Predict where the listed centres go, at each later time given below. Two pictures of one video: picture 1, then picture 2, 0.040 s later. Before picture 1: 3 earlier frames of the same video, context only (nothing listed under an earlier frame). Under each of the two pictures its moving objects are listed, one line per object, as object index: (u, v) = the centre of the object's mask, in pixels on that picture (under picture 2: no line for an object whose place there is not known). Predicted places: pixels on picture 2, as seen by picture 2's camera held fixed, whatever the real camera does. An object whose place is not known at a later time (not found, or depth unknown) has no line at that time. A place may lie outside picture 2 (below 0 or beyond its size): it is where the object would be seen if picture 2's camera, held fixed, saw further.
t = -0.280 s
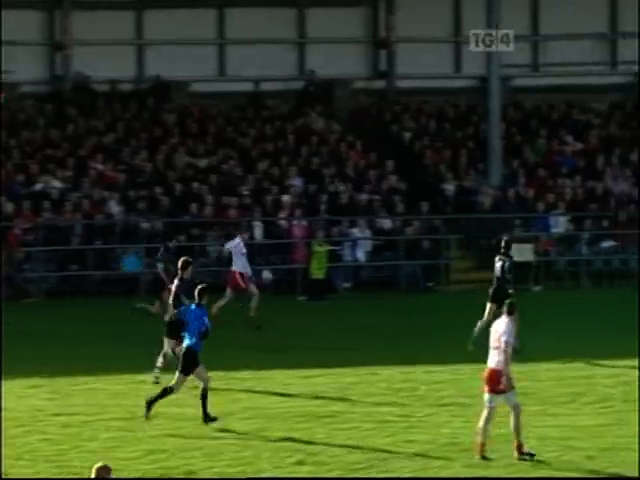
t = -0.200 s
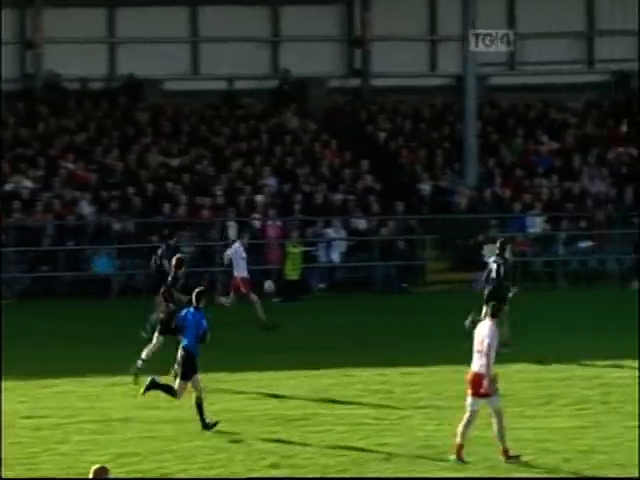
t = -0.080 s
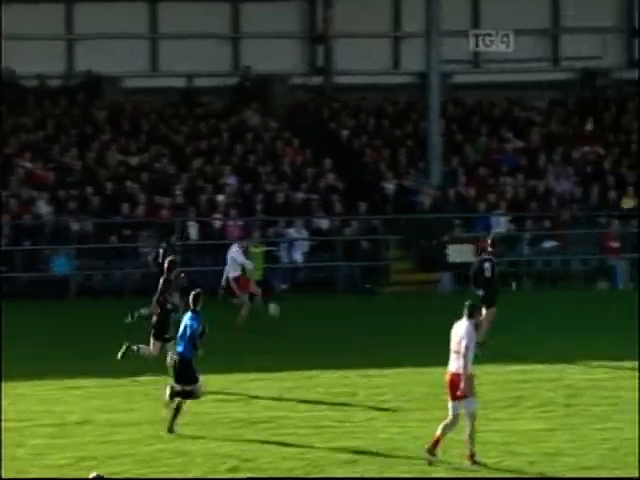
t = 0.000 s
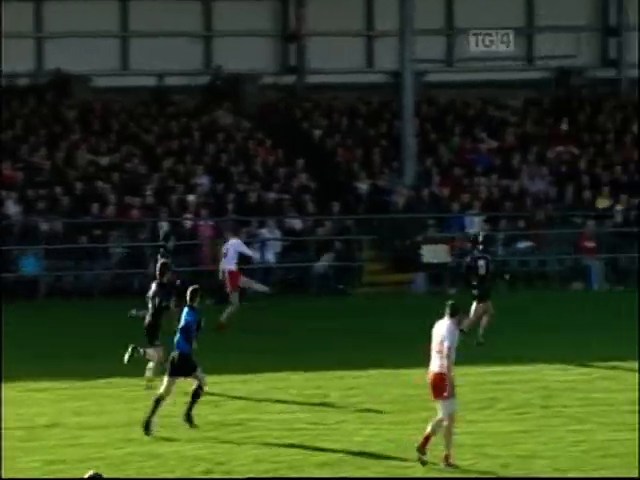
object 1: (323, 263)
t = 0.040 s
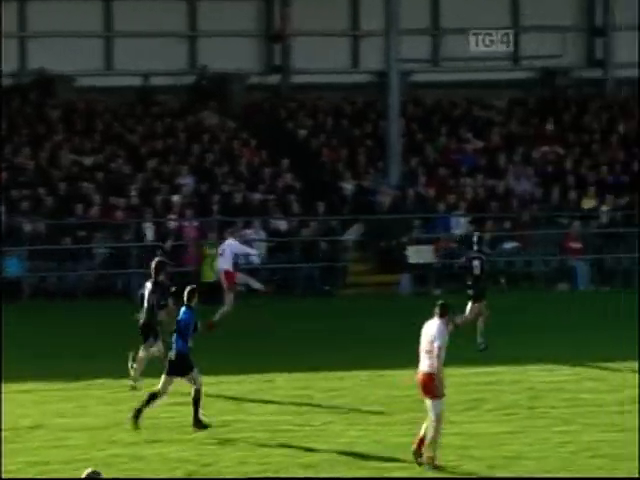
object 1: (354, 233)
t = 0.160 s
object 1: (484, 156)
